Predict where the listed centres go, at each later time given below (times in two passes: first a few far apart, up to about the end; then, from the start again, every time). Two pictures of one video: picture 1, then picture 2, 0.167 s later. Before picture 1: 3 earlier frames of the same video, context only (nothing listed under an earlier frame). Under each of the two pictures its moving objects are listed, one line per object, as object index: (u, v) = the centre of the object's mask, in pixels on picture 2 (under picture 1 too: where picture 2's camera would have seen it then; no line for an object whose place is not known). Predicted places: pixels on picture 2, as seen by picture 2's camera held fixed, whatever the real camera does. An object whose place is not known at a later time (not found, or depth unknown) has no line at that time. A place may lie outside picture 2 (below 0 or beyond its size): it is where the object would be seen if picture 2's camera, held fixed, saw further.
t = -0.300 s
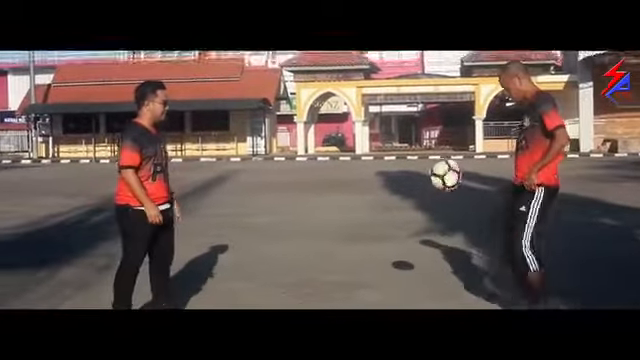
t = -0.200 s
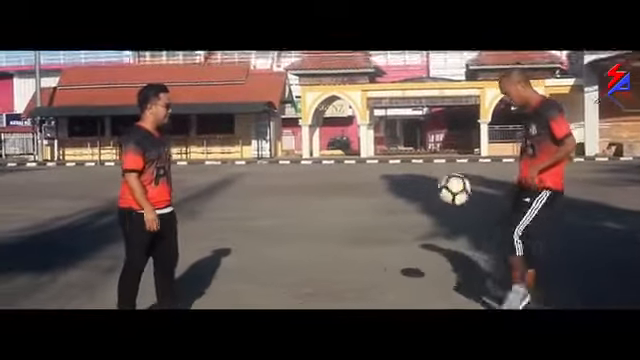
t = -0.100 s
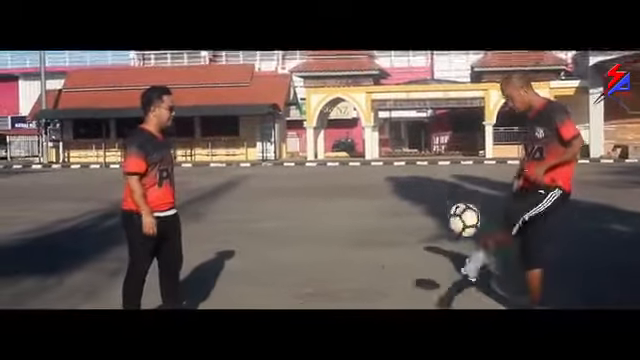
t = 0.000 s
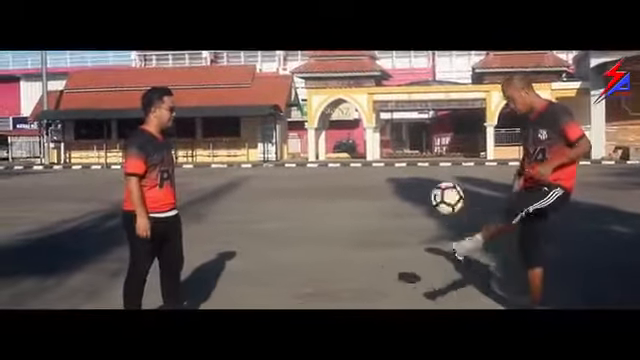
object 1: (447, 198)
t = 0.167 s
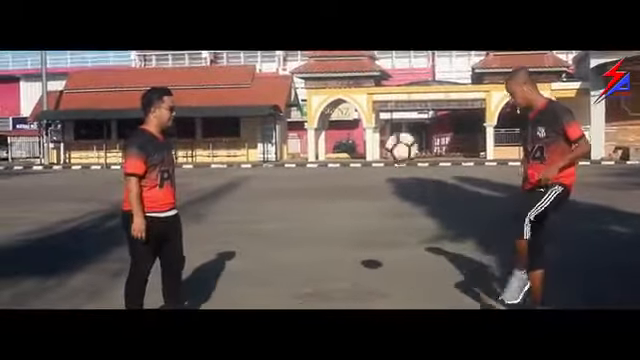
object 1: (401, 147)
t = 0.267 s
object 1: (376, 137)
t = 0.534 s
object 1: (304, 180)
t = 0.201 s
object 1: (392, 141)
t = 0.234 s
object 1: (383, 139)
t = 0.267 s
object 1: (376, 137)
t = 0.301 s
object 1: (366, 136)
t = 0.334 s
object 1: (356, 137)
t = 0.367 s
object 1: (348, 141)
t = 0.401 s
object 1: (340, 146)
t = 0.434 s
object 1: (330, 150)
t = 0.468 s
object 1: (322, 160)
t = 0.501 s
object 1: (313, 170)
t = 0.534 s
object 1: (304, 180)
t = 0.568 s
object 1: (296, 193)
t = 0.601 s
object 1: (288, 208)
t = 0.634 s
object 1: (279, 224)
